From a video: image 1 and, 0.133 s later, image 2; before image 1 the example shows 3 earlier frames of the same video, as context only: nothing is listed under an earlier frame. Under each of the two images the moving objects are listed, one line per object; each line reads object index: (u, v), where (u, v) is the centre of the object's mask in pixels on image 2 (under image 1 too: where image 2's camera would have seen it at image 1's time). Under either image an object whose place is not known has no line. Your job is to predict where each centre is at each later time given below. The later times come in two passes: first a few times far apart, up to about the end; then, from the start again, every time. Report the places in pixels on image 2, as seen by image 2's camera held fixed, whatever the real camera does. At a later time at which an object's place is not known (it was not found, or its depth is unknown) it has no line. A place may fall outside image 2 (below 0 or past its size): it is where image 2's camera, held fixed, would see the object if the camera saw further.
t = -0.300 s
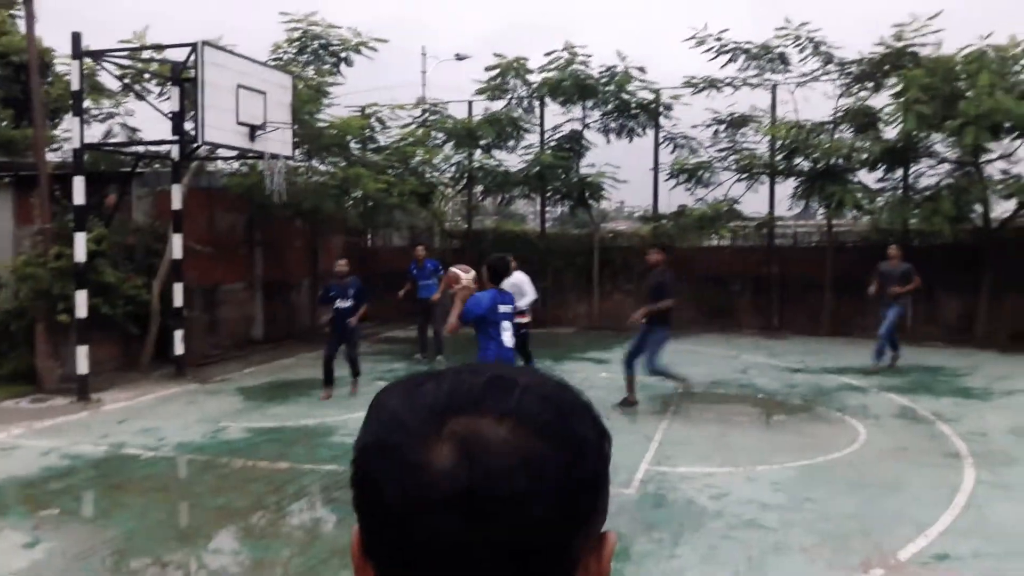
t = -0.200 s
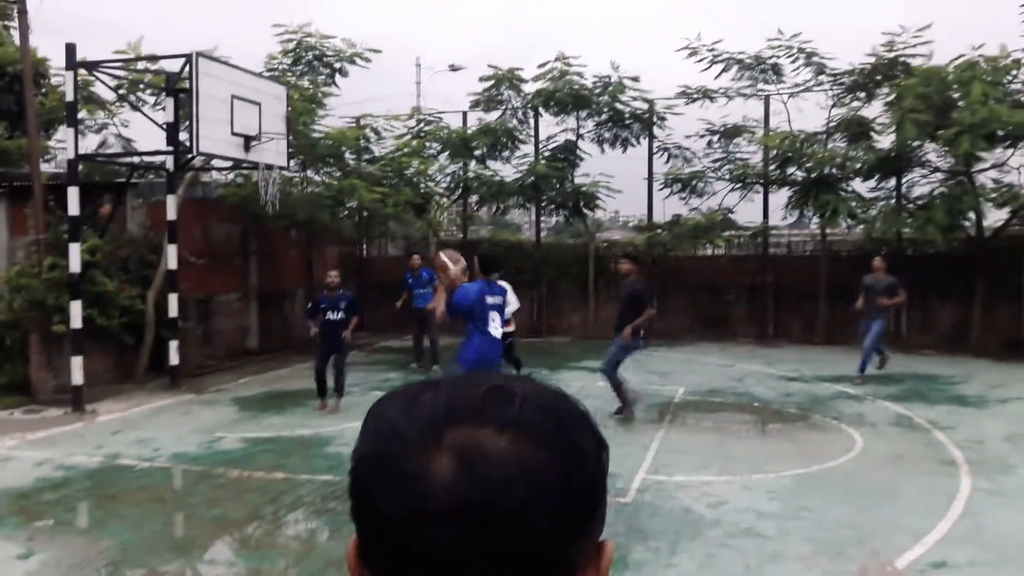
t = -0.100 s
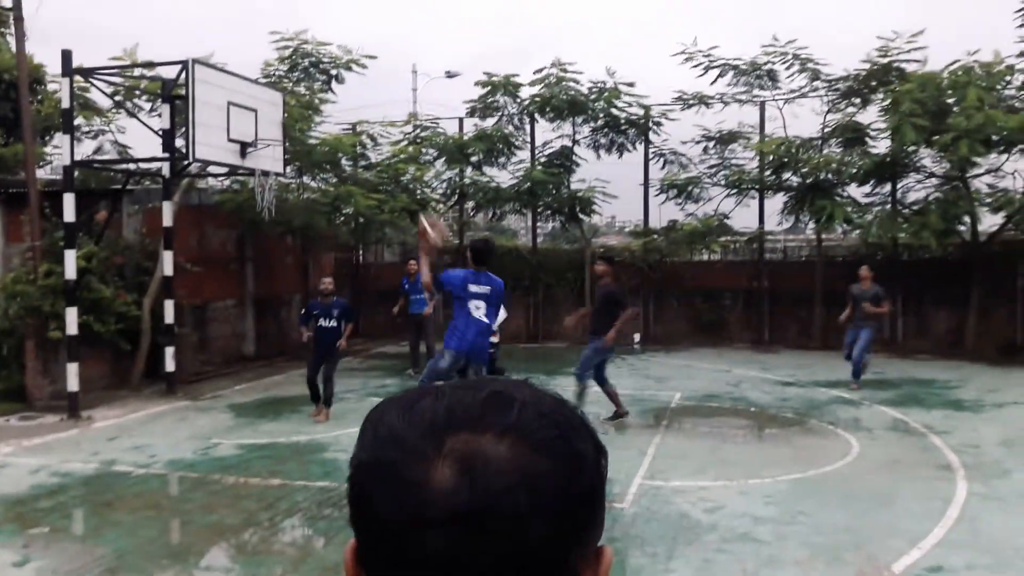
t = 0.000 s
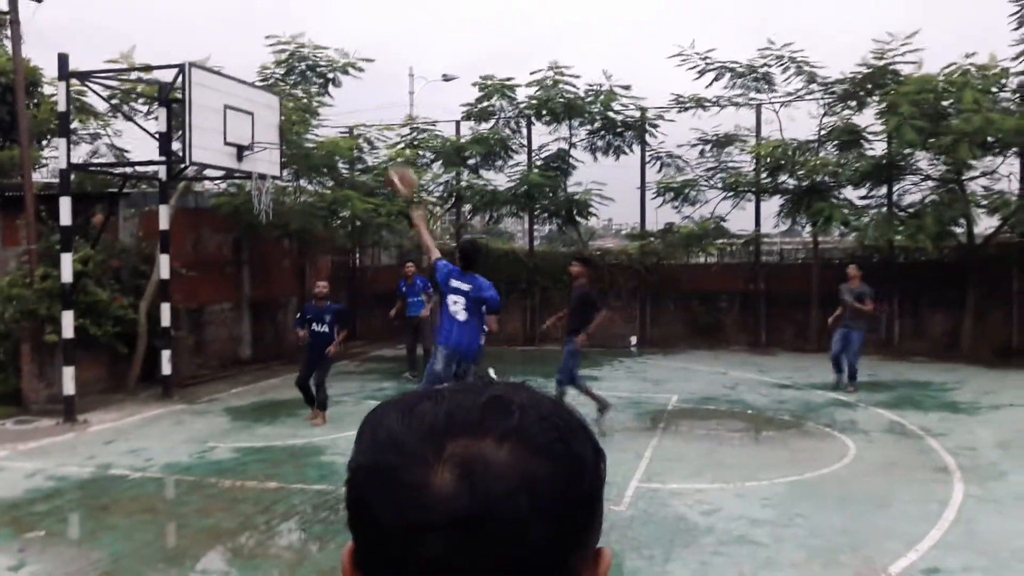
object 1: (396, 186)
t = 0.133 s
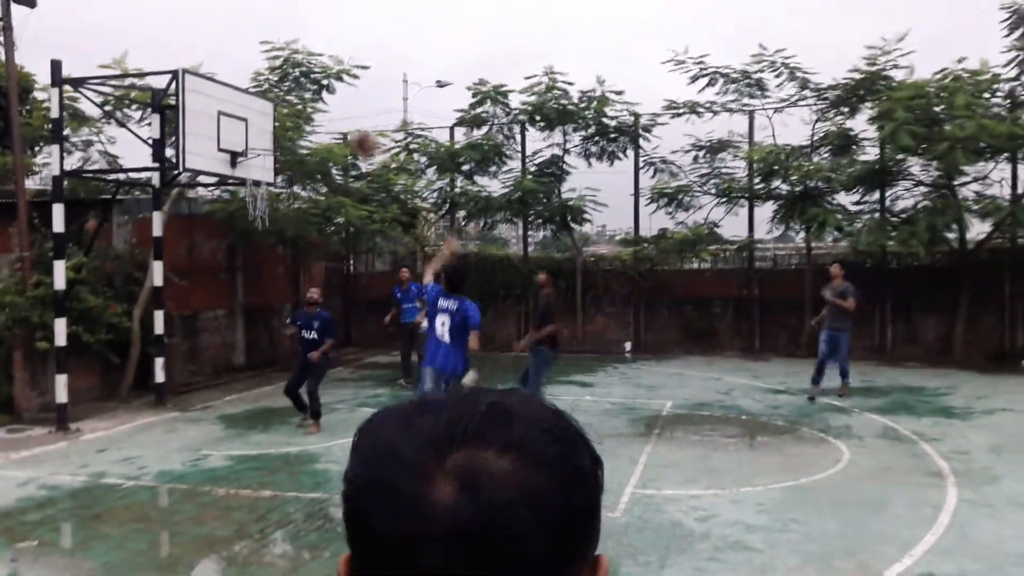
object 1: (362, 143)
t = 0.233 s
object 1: (342, 125)
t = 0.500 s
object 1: (295, 130)
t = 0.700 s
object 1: (303, 163)
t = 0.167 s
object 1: (356, 136)
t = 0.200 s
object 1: (349, 130)
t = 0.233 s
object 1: (342, 125)
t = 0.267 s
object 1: (335, 122)
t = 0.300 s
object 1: (329, 120)
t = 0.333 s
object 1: (324, 119)
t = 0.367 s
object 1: (317, 118)
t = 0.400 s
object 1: (310, 120)
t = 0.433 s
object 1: (305, 122)
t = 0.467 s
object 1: (301, 125)
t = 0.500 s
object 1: (295, 130)
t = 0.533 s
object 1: (290, 135)
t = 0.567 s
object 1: (286, 143)
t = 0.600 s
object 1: (283, 149)
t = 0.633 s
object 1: (287, 151)
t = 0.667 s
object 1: (294, 155)
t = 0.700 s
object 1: (303, 163)
